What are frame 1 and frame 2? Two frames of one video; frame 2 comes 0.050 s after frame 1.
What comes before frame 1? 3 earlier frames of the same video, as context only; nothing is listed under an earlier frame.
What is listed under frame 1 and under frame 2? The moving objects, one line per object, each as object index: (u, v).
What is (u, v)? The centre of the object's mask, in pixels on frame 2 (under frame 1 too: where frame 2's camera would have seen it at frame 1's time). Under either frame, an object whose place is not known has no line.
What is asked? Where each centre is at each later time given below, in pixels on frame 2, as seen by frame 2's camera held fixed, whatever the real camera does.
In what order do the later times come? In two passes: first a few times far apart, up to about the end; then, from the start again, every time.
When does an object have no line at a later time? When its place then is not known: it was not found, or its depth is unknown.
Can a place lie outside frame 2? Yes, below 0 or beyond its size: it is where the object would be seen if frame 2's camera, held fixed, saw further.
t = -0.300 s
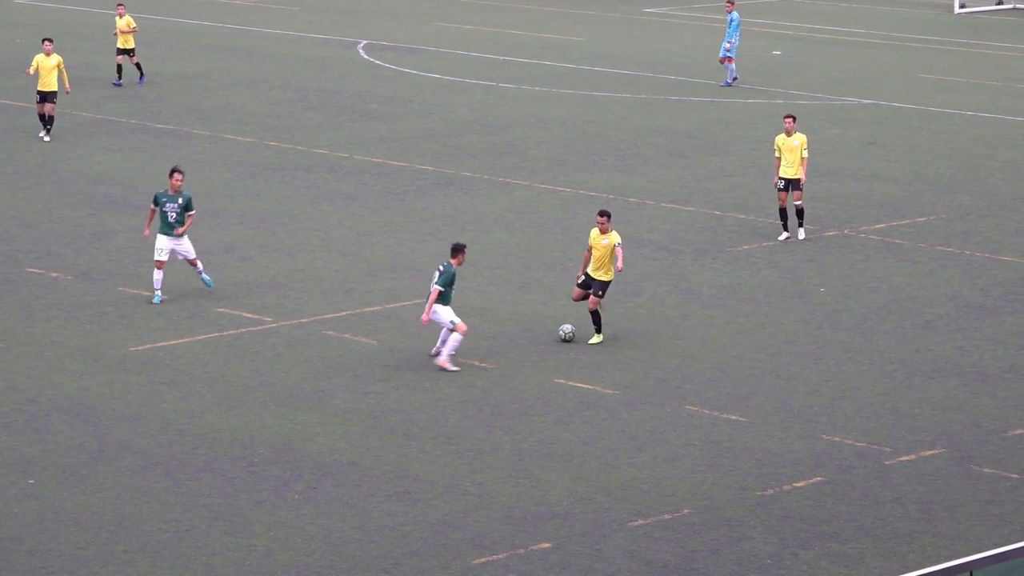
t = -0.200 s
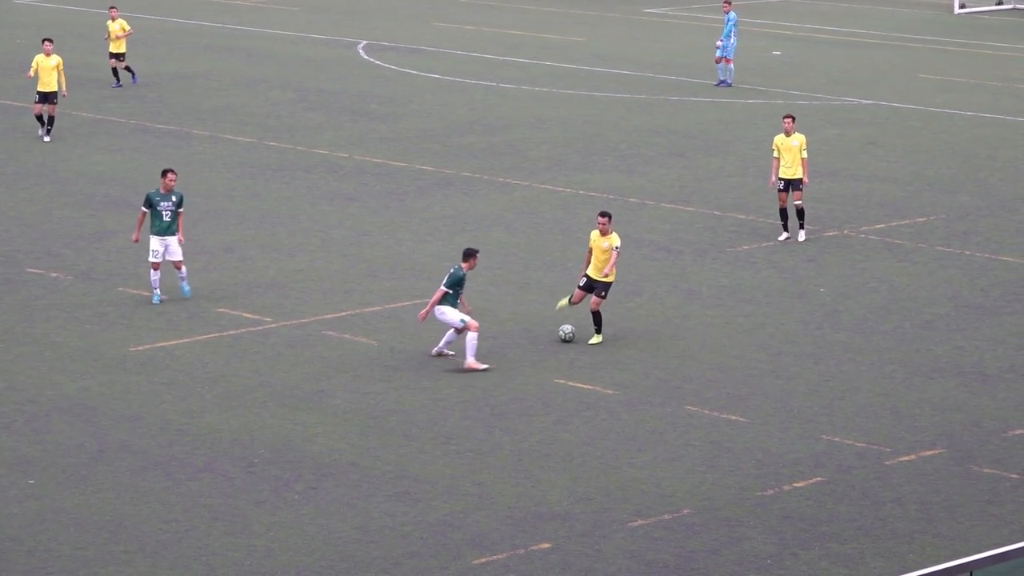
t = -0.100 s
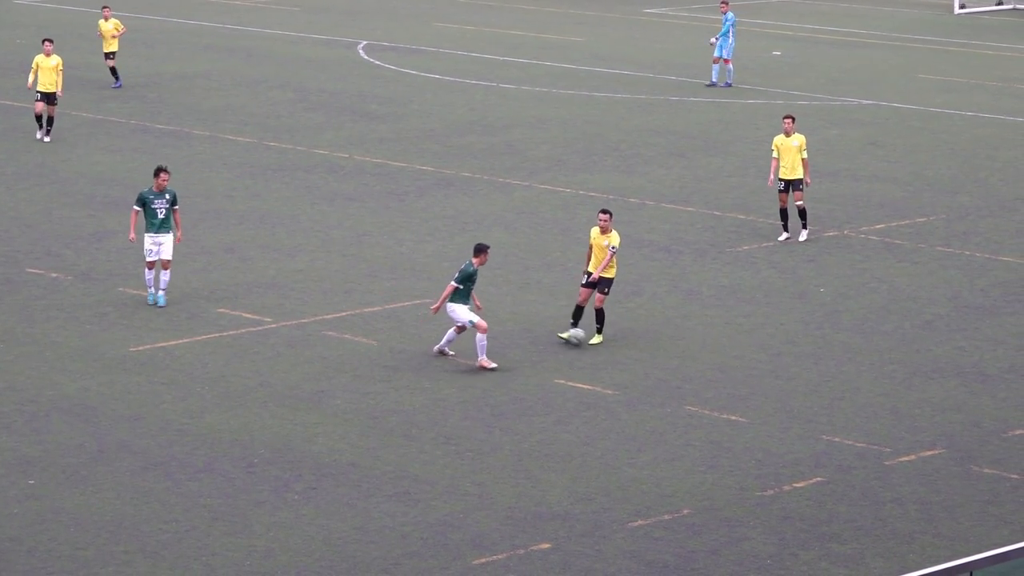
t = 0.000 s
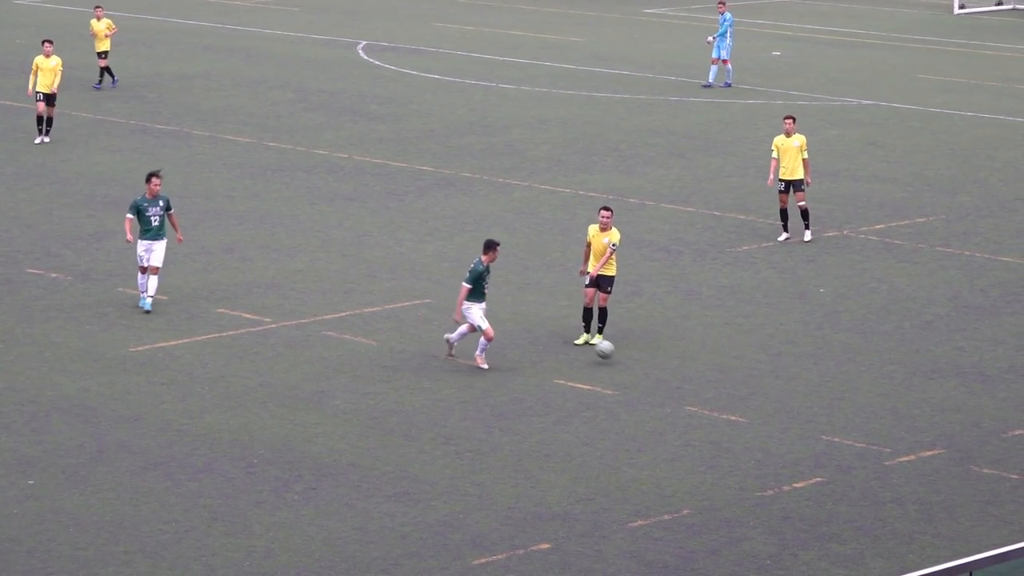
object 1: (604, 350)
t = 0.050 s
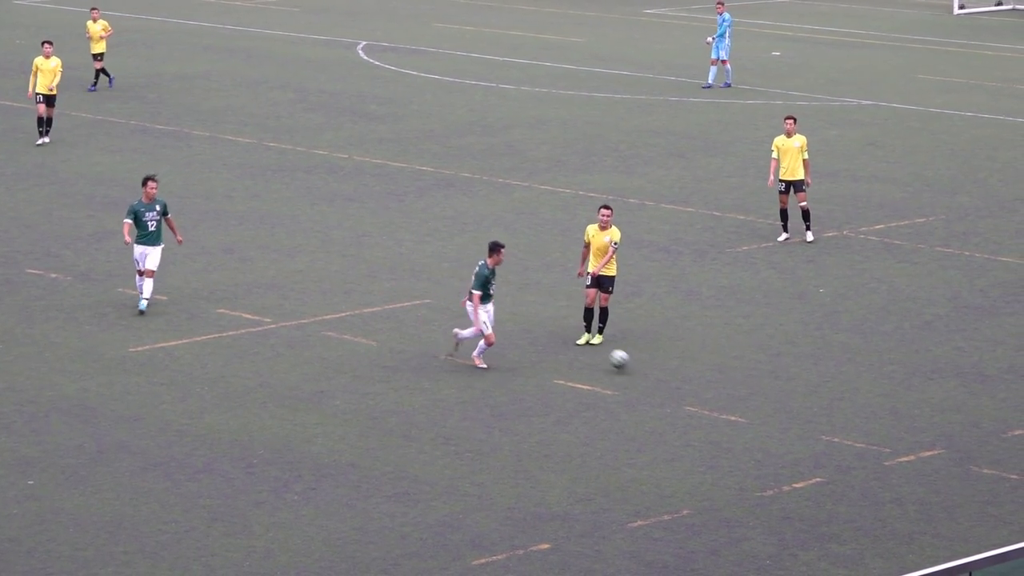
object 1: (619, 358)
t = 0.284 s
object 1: (687, 395)
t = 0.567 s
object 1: (765, 437)
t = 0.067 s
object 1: (624, 362)
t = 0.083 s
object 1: (629, 366)
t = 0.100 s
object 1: (635, 371)
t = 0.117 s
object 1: (639, 374)
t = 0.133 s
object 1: (644, 376)
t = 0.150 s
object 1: (648, 377)
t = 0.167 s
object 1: (651, 378)
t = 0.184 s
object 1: (658, 379)
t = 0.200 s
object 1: (662, 381)
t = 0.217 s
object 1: (667, 384)
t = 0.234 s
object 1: (672, 386)
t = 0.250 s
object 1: (677, 389)
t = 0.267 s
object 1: (682, 392)
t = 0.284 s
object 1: (687, 395)
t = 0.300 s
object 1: (692, 398)
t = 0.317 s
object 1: (697, 403)
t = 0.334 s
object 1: (702, 407)
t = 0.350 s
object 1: (706, 410)
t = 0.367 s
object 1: (711, 411)
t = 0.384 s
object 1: (715, 413)
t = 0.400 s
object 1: (720, 414)
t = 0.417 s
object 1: (725, 416)
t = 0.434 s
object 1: (729, 418)
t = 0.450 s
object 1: (733, 421)
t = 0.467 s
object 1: (738, 424)
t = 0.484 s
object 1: (743, 426)
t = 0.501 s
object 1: (748, 430)
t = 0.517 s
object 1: (753, 433)
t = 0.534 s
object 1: (757, 435)
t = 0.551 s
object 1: (760, 436)
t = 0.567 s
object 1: (765, 437)
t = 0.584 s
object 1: (768, 438)
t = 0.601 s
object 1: (773, 440)
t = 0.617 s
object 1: (777, 441)
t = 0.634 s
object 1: (782, 443)
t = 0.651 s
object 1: (785, 446)
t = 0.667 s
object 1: (790, 449)
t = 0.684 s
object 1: (794, 452)
